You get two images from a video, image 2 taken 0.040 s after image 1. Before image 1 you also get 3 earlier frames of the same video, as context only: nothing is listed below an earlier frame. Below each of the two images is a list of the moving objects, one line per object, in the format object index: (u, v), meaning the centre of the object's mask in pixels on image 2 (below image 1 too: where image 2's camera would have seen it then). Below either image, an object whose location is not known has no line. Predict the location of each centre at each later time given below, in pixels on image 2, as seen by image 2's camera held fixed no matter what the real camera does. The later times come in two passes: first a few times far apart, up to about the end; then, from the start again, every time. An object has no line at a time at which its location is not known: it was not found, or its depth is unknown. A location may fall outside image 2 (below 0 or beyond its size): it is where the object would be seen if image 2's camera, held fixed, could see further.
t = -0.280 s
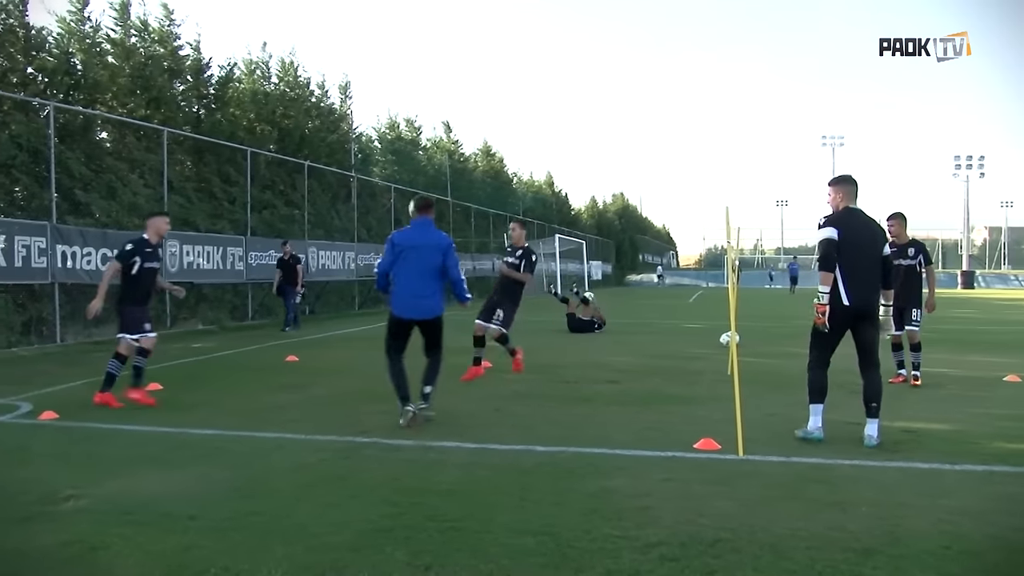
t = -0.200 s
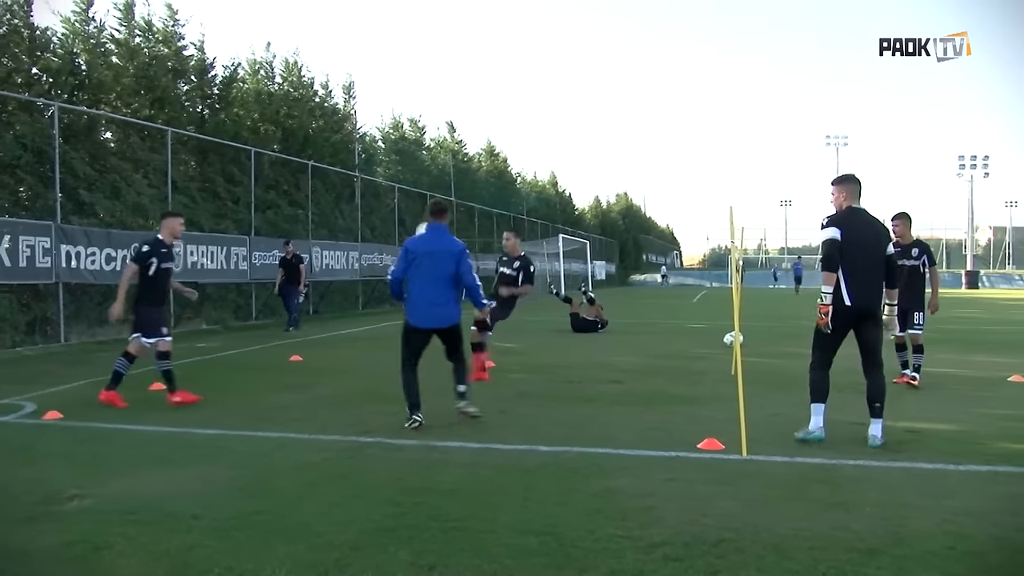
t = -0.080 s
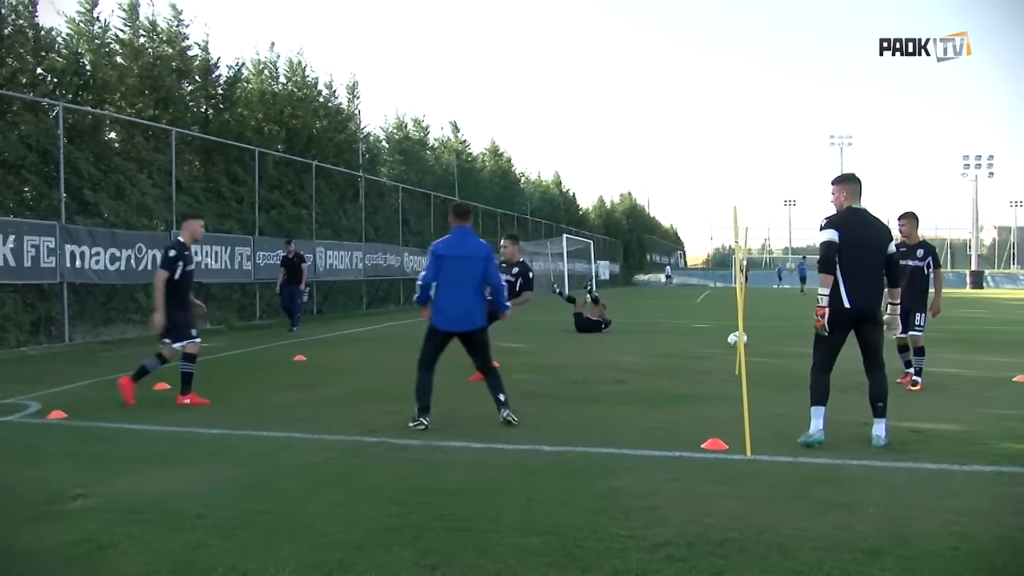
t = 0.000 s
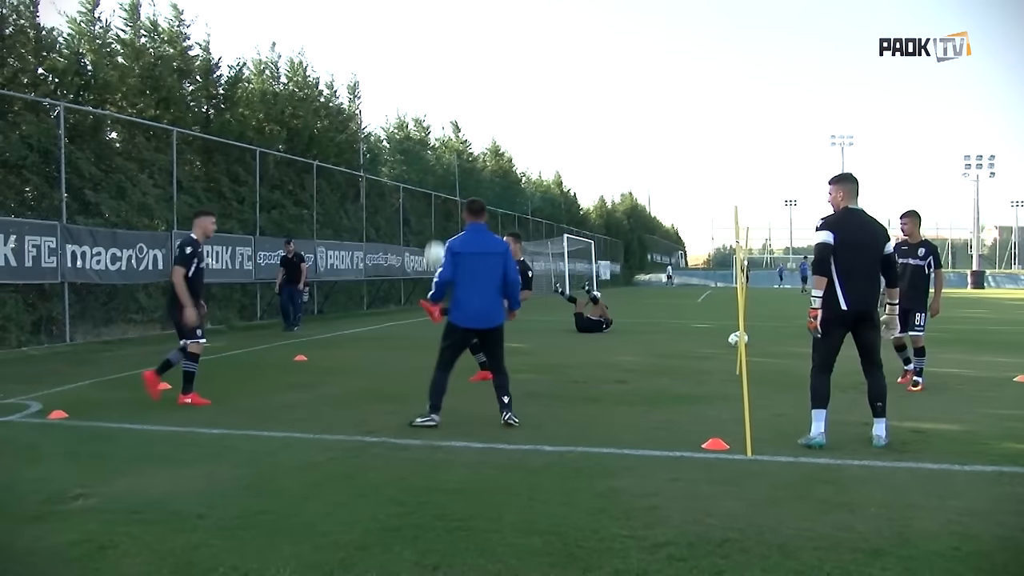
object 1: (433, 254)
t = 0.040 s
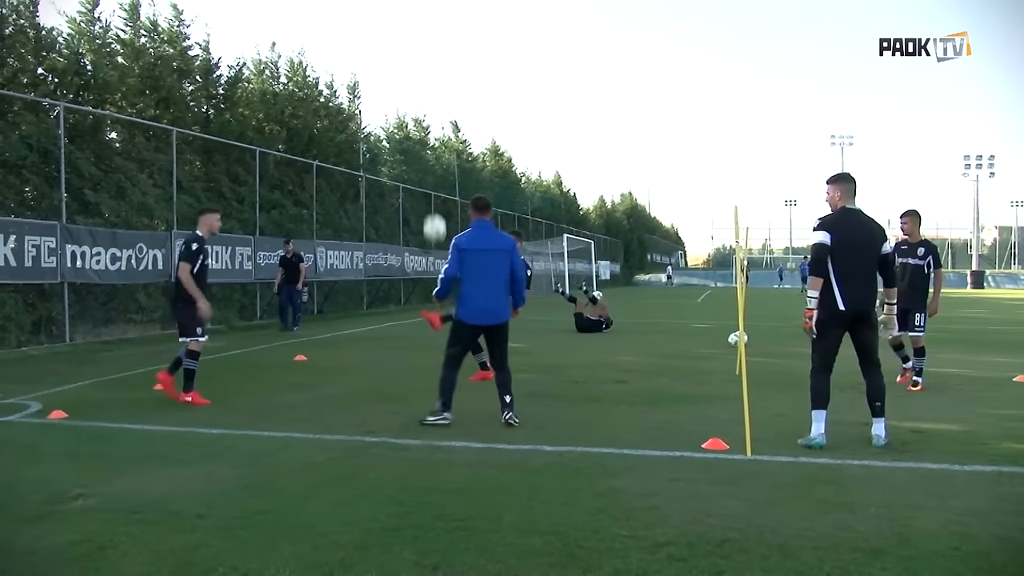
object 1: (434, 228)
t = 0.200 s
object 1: (431, 136)
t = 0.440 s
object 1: (430, 49)
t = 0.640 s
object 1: (430, 19)
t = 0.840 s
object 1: (425, 27)
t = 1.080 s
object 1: (415, 92)
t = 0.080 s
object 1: (434, 202)
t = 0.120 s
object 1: (433, 177)
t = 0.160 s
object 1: (432, 156)
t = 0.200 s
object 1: (431, 136)
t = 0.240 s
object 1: (431, 118)
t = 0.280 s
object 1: (430, 100)
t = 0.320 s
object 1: (430, 86)
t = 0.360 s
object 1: (431, 72)
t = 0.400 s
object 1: (431, 59)
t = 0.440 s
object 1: (430, 49)
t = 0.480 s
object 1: (430, 40)
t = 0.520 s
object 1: (430, 33)
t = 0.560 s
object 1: (431, 27)
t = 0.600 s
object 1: (430, 22)
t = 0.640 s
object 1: (430, 19)
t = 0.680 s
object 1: (429, 17)
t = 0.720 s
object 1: (429, 17)
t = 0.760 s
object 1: (427, 19)
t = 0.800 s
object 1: (426, 22)
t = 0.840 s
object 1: (425, 27)
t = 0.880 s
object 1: (424, 34)
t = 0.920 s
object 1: (422, 42)
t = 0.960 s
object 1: (421, 52)
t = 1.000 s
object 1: (418, 63)
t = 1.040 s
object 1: (418, 77)
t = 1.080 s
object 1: (415, 92)
